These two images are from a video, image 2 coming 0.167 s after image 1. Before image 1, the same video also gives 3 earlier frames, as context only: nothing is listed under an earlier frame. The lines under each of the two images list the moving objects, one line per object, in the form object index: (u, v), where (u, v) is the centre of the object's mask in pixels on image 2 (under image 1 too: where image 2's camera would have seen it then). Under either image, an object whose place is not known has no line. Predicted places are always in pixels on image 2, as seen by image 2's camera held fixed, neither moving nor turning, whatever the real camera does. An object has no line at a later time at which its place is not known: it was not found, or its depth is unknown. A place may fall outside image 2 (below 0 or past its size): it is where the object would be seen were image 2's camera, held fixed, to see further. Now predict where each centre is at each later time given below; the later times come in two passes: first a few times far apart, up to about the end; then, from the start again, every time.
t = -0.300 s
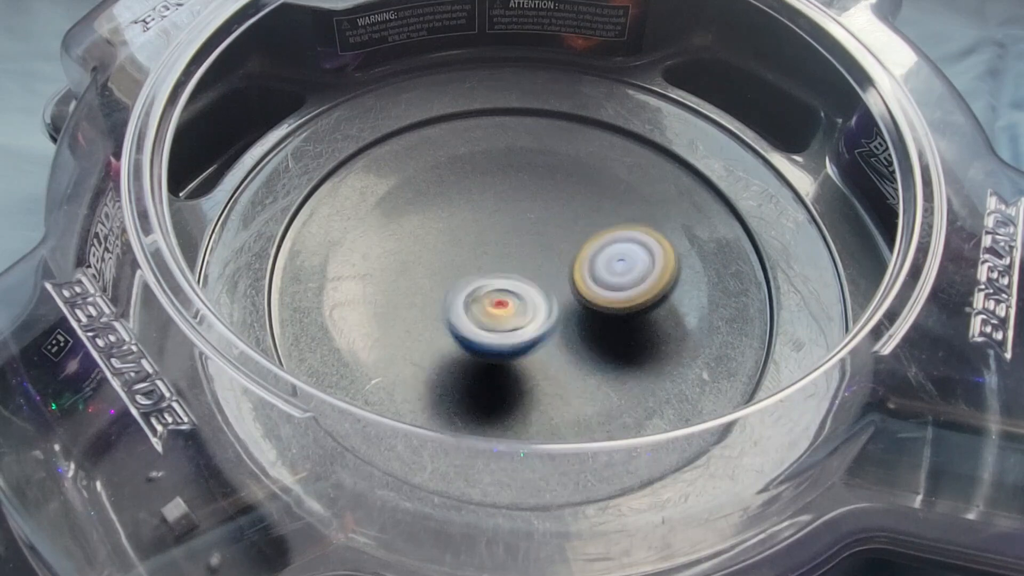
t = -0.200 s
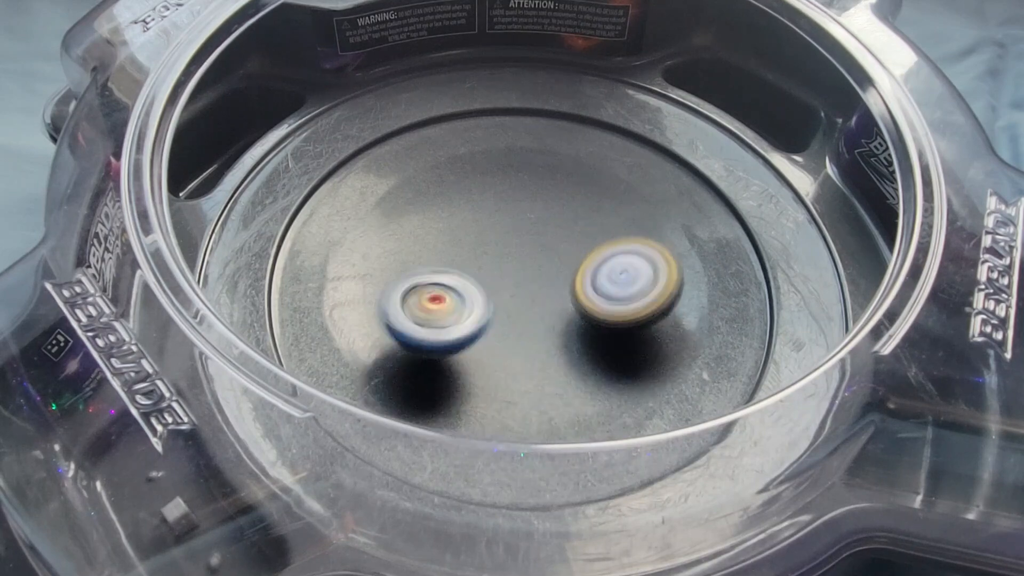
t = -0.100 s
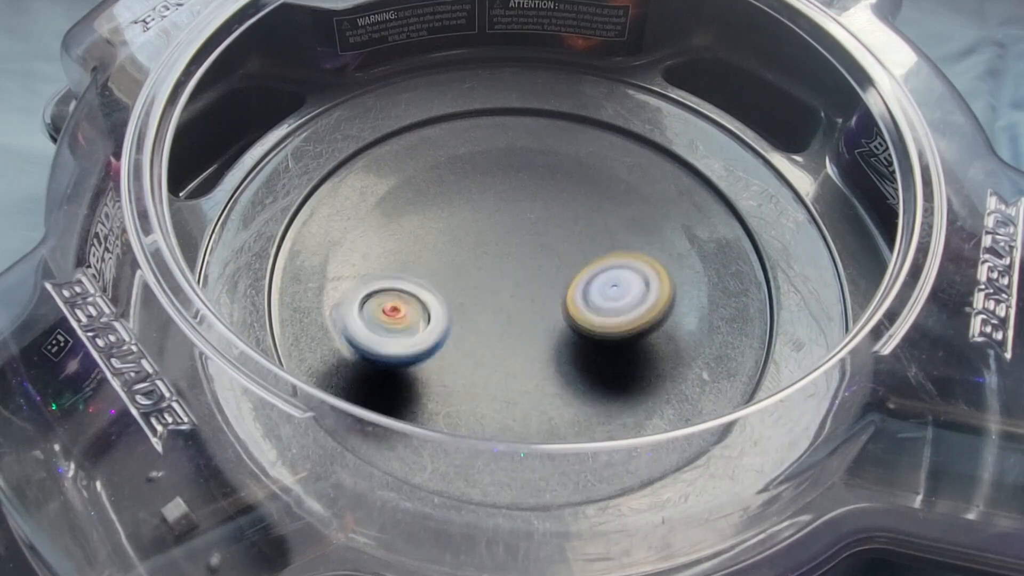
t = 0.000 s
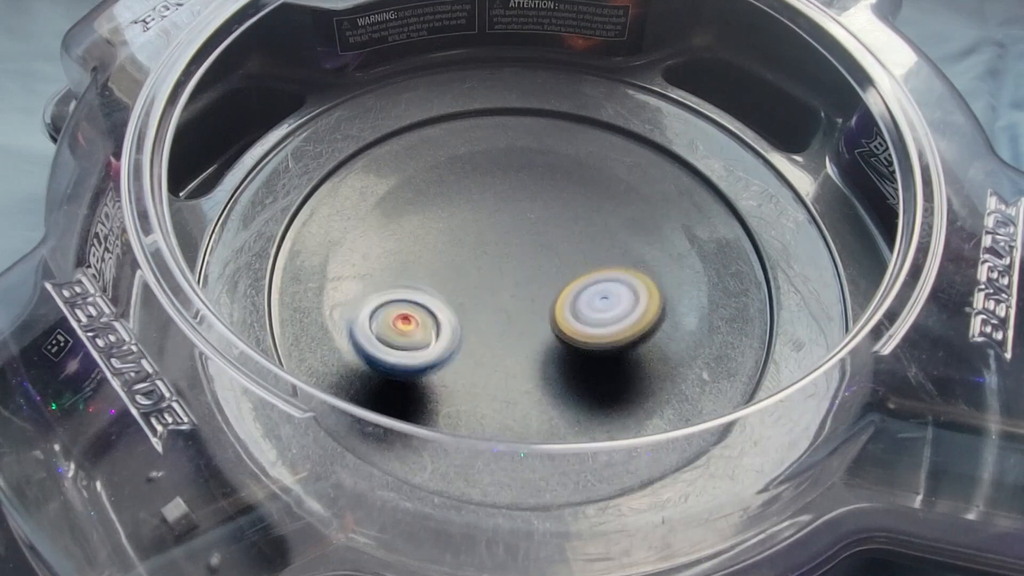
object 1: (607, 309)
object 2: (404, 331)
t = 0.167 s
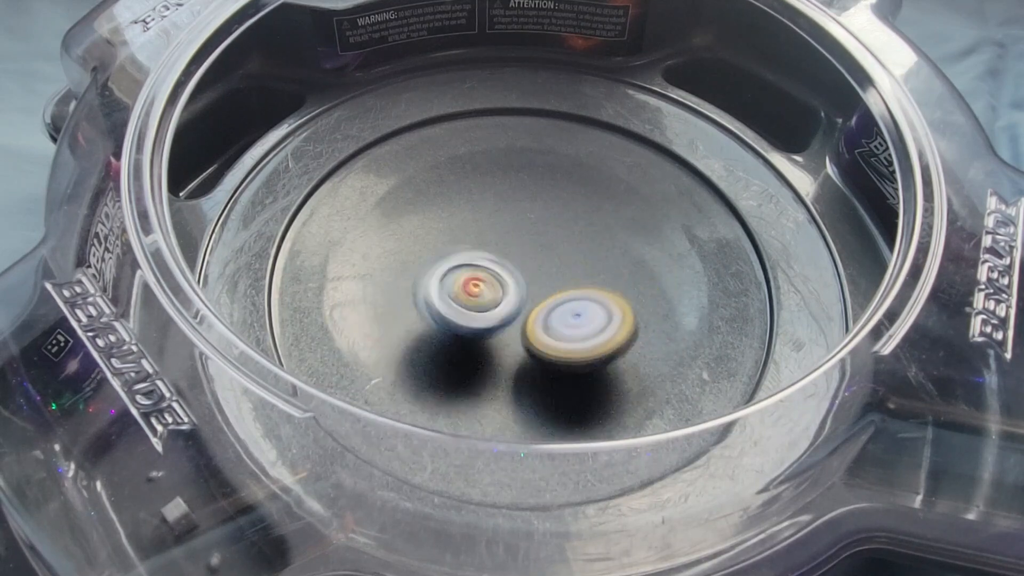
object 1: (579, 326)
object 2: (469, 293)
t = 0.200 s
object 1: (577, 332)
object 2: (475, 273)
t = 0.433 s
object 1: (526, 355)
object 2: (438, 156)
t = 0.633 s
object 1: (478, 343)
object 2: (435, 176)
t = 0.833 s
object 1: (445, 310)
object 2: (559, 231)
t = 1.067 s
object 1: (440, 269)
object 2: (658, 206)
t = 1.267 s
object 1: (457, 241)
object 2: (602, 243)
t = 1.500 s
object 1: (501, 217)
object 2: (563, 346)
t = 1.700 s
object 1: (545, 211)
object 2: (576, 362)
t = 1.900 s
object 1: (587, 221)
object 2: (540, 302)
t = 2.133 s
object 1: (615, 248)
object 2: (465, 250)
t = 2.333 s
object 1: (618, 285)
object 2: (454, 252)
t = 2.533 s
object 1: (601, 323)
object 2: (511, 267)
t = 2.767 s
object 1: (568, 365)
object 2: (505, 193)
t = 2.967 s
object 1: (518, 358)
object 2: (473, 191)
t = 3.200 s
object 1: (453, 332)
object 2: (554, 232)
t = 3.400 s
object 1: (436, 294)
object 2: (646, 212)
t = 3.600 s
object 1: (455, 251)
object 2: (670, 235)
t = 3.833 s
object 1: (506, 219)
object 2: (566, 300)
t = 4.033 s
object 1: (559, 213)
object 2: (453, 301)
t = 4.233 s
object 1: (601, 227)
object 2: (385, 264)
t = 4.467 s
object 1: (624, 268)
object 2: (441, 242)
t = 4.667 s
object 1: (607, 311)
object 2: (544, 236)
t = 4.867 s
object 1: (564, 352)
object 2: (612, 221)
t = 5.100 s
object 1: (490, 354)
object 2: (624, 232)
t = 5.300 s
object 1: (450, 319)
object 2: (561, 285)
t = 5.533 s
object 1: (432, 252)
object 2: (558, 334)
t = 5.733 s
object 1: (464, 215)
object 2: (527, 303)
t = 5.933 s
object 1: (523, 194)
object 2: (550, 267)
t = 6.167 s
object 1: (606, 208)
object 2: (561, 302)
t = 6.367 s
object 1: (638, 243)
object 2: (524, 299)
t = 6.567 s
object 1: (640, 314)
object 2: (529, 277)
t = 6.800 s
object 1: (573, 376)
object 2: (533, 298)
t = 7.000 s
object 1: (494, 378)
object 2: (533, 298)
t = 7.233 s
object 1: (427, 320)
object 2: (533, 298)
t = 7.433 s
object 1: (426, 251)
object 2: (533, 298)
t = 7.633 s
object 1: (475, 201)
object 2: (533, 298)
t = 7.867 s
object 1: (552, 189)
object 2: (533, 298)
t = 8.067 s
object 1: (614, 215)
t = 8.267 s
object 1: (642, 280)
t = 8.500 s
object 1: (610, 353)
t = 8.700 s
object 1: (524, 381)
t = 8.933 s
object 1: (439, 337)
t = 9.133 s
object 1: (424, 265)
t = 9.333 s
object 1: (460, 213)
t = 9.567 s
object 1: (546, 192)
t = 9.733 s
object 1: (601, 209)
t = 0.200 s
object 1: (577, 332)
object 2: (475, 273)
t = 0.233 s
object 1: (578, 340)
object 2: (475, 251)
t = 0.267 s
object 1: (571, 346)
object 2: (470, 227)
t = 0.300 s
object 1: (563, 349)
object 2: (466, 207)
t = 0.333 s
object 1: (553, 352)
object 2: (461, 192)
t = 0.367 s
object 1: (544, 355)
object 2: (453, 177)
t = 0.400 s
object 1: (535, 356)
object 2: (445, 164)
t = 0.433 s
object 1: (526, 355)
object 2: (438, 156)
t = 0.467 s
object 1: (516, 355)
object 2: (429, 149)
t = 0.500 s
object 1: (508, 353)
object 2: (423, 149)
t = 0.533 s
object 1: (502, 352)
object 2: (421, 150)
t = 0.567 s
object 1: (495, 350)
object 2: (419, 157)
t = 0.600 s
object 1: (487, 346)
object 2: (425, 167)
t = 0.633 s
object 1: (478, 343)
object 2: (435, 176)
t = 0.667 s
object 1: (471, 338)
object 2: (449, 190)
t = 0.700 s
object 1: (465, 333)
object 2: (468, 203)
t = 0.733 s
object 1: (458, 327)
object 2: (489, 211)
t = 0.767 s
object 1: (453, 322)
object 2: (510, 222)
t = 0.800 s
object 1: (449, 317)
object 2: (537, 228)
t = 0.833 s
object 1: (445, 310)
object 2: (559, 231)
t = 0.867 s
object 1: (441, 305)
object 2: (584, 234)
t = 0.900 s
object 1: (439, 298)
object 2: (609, 231)
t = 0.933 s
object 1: (438, 292)
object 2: (630, 226)
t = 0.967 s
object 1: (437, 287)
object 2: (647, 219)
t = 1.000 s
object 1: (437, 280)
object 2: (658, 213)
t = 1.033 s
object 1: (439, 274)
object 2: (661, 209)
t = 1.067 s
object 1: (440, 269)
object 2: (658, 206)
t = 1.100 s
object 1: (441, 263)
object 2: (649, 205)
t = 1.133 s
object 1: (444, 257)
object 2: (641, 208)
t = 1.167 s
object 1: (447, 253)
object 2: (631, 214)
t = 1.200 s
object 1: (450, 248)
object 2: (617, 224)
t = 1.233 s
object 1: (453, 246)
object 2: (613, 230)
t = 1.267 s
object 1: (457, 241)
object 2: (602, 243)
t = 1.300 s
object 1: (462, 236)
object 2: (591, 256)
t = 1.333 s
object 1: (468, 232)
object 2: (580, 272)
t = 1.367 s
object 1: (474, 229)
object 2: (576, 286)
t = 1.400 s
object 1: (480, 226)
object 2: (569, 301)
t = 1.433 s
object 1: (487, 222)
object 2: (564, 318)
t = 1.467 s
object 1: (494, 219)
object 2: (564, 333)
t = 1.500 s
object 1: (501, 217)
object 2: (563, 346)
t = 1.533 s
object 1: (507, 215)
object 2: (565, 358)
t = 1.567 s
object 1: (515, 213)
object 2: (568, 364)
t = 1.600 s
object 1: (523, 211)
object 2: (572, 369)
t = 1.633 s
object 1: (530, 212)
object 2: (572, 369)
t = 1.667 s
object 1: (537, 211)
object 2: (576, 366)
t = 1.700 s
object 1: (545, 211)
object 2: (576, 362)
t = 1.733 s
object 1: (553, 211)
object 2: (574, 355)
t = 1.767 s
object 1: (560, 213)
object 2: (572, 346)
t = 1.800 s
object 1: (567, 214)
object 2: (565, 336)
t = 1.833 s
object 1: (574, 215)
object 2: (560, 325)
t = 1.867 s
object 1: (580, 217)
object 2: (548, 312)
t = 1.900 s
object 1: (587, 221)
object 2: (540, 302)
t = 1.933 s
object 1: (593, 223)
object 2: (531, 290)
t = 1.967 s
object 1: (596, 223)
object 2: (525, 285)
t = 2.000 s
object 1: (600, 229)
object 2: (510, 275)
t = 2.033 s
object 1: (605, 233)
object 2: (501, 267)
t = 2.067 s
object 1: (608, 238)
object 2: (486, 259)
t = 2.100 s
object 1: (612, 242)
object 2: (477, 256)
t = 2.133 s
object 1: (615, 248)
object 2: (465, 250)
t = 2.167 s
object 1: (616, 254)
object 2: (460, 250)
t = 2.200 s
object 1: (618, 259)
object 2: (451, 247)
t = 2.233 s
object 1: (618, 265)
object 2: (451, 247)
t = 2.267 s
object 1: (619, 270)
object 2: (449, 247)
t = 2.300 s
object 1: (619, 278)
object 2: (449, 249)
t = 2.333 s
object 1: (618, 285)
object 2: (454, 252)
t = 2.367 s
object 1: (616, 291)
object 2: (457, 254)
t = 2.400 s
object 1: (615, 298)
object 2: (464, 258)
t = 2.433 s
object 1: (613, 304)
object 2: (475, 261)
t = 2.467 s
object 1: (610, 311)
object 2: (488, 262)
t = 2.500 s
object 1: (606, 317)
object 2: (498, 266)
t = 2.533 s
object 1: (601, 323)
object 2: (511, 267)
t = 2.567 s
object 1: (599, 331)
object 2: (523, 261)
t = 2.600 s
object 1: (599, 343)
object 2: (527, 248)
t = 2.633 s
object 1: (593, 352)
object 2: (527, 236)
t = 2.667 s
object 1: (589, 354)
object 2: (524, 229)
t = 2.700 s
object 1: (582, 358)
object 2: (518, 216)
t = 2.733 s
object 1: (576, 363)
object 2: (513, 205)
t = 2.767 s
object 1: (568, 365)
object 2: (505, 193)
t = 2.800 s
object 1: (561, 366)
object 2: (498, 187)
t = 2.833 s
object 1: (553, 367)
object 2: (489, 181)
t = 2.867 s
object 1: (545, 366)
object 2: (484, 180)
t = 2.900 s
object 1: (535, 365)
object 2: (477, 180)
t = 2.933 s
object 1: (526, 362)
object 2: (474, 184)
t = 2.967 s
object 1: (518, 358)
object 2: (473, 191)
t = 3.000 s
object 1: (509, 354)
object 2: (471, 197)
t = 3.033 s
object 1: (502, 348)
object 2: (473, 209)
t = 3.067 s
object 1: (495, 342)
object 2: (479, 220)
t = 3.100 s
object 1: (489, 335)
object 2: (490, 231)
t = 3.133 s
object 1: (482, 331)
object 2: (502, 243)
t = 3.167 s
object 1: (467, 331)
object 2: (531, 241)
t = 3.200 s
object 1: (453, 332)
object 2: (554, 232)
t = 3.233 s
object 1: (445, 327)
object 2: (580, 223)
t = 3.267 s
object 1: (440, 321)
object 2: (601, 220)
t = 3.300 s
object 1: (437, 313)
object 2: (616, 218)
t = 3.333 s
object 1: (437, 306)
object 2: (628, 213)
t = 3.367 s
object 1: (437, 298)
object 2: (642, 213)
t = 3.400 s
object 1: (436, 294)
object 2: (646, 212)
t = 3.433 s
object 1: (438, 286)
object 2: (657, 210)
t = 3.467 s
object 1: (440, 279)
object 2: (669, 213)
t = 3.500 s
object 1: (442, 271)
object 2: (675, 216)
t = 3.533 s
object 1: (446, 264)
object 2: (677, 220)
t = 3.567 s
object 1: (450, 257)
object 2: (676, 228)
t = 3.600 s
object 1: (455, 251)
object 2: (670, 235)
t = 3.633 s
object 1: (461, 245)
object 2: (661, 246)
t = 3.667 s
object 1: (467, 239)
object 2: (648, 254)
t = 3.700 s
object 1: (474, 234)
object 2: (638, 262)
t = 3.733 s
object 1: (482, 230)
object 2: (623, 273)
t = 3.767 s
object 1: (489, 226)
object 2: (604, 283)
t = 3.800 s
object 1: (497, 222)
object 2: (586, 292)
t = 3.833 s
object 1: (506, 219)
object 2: (566, 300)
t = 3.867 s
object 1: (514, 216)
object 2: (544, 307)
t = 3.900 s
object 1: (524, 214)
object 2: (527, 311)
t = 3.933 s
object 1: (533, 213)
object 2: (508, 311)
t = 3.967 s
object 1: (541, 212)
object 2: (489, 310)
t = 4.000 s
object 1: (550, 212)
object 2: (471, 307)
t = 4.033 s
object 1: (559, 213)
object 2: (453, 301)
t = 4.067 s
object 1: (568, 214)
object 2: (436, 295)
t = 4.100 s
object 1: (576, 216)
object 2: (422, 289)
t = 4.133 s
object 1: (579, 217)
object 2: (415, 285)
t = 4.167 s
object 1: (587, 220)
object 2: (403, 278)
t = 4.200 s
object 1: (594, 223)
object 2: (392, 273)
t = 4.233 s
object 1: (601, 227)
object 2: (385, 264)
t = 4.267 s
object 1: (606, 232)
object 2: (384, 260)
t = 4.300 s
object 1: (612, 237)
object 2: (385, 256)
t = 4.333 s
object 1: (617, 243)
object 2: (388, 253)
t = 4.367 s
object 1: (620, 248)
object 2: (398, 250)
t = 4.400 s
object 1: (623, 255)
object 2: (408, 250)
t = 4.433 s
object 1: (624, 262)
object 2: (419, 246)
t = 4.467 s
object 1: (624, 268)
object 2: (441, 242)
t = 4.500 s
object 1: (624, 275)
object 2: (459, 242)
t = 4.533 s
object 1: (623, 283)
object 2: (474, 238)
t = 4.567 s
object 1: (621, 291)
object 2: (493, 235)
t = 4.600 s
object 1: (617, 298)
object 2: (513, 235)
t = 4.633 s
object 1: (613, 305)
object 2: (529, 235)
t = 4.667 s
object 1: (607, 311)
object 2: (544, 236)
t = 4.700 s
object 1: (601, 319)
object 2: (557, 235)
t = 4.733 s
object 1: (595, 329)
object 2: (573, 230)
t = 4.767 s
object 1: (587, 339)
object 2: (584, 229)
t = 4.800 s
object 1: (578, 345)
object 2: (595, 226)
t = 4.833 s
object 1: (574, 348)
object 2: (599, 225)
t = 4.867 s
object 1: (564, 352)
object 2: (612, 221)
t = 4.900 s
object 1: (553, 356)
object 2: (624, 220)
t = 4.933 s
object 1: (542, 359)
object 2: (632, 219)
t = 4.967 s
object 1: (531, 360)
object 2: (635, 217)
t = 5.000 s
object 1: (520, 360)
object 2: (635, 219)
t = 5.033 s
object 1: (510, 359)
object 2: (635, 222)
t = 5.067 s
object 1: (500, 357)
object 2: (629, 226)
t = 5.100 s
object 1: (490, 354)
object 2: (624, 232)
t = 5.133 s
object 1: (481, 350)
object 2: (614, 237)
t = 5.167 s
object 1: (474, 345)
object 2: (607, 244)
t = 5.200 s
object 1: (466, 340)
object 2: (596, 254)
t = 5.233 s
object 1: (460, 334)
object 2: (582, 265)
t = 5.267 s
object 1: (455, 327)
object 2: (571, 275)
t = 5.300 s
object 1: (450, 319)
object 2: (561, 285)
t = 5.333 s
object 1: (447, 311)
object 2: (548, 294)
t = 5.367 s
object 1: (436, 300)
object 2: (554, 307)
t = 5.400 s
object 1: (429, 290)
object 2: (555, 321)
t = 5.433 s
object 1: (427, 280)
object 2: (554, 329)
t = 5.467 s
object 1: (427, 270)
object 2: (557, 331)
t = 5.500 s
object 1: (430, 261)
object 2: (558, 333)
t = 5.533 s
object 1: (432, 252)
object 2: (558, 334)
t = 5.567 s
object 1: (433, 248)
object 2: (557, 335)
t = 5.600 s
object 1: (438, 241)
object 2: (552, 333)
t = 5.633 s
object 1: (443, 233)
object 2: (544, 328)
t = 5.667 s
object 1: (450, 227)
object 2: (534, 319)
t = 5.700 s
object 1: (457, 221)
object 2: (531, 311)
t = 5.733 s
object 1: (464, 215)
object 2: (527, 303)
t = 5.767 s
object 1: (473, 210)
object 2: (527, 295)
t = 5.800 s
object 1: (483, 206)
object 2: (529, 290)
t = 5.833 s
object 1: (492, 202)
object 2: (533, 284)
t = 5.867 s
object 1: (501, 197)
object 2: (536, 277)
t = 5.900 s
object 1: (512, 195)
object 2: (541, 271)
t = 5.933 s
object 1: (523, 194)
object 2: (550, 267)
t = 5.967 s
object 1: (534, 192)
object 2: (555, 265)
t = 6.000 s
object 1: (546, 191)
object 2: (561, 264)
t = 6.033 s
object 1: (557, 192)
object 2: (569, 263)
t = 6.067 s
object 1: (571, 194)
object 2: (571, 272)
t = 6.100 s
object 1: (585, 198)
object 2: (570, 285)
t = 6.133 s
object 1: (596, 203)
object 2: (567, 295)
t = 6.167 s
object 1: (606, 208)
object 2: (561, 302)
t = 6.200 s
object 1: (615, 212)
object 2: (554, 307)
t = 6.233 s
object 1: (622, 218)
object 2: (547, 309)
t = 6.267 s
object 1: (626, 224)
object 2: (538, 309)
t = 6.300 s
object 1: (630, 227)
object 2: (535, 308)
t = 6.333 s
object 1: (635, 235)
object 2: (528, 306)
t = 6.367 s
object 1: (638, 243)
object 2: (524, 299)
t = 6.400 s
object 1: (641, 253)
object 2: (522, 297)
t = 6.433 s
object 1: (644, 266)
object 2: (522, 287)
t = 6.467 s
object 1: (645, 277)
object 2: (522, 282)
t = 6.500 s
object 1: (646, 290)
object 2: (524, 279)
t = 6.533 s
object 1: (644, 302)
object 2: (525, 278)
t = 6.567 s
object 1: (640, 314)
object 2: (529, 277)
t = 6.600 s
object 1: (635, 325)
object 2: (534, 279)
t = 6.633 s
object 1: (628, 335)
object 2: (538, 284)
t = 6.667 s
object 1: (621, 344)
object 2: (539, 289)
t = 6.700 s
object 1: (612, 354)
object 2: (537, 292)
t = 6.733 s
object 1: (600, 362)
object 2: (535, 297)
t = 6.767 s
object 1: (586, 369)
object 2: (534, 299)
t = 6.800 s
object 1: (573, 376)
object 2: (533, 298)
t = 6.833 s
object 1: (559, 379)
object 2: (533, 298)
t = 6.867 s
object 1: (545, 383)
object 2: (533, 298)
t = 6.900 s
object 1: (530, 383)
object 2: (533, 298)
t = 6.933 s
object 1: (515, 382)
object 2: (533, 298)
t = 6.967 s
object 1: (501, 380)
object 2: (533, 298)
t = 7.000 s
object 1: (494, 378)
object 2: (533, 298)
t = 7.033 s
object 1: (481, 373)
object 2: (533, 298)
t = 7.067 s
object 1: (469, 367)
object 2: (533, 298)
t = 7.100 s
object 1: (459, 359)
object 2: (533, 298)
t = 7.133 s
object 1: (448, 350)
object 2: (533, 298)
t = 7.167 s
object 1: (440, 341)
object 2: (533, 298)
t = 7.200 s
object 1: (432, 331)
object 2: (533, 298)
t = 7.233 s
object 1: (427, 320)
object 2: (533, 298)
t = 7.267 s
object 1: (423, 308)
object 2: (533, 298)
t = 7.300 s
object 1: (420, 297)
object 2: (533, 298)
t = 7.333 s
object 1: (420, 283)
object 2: (533, 298)
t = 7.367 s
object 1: (419, 273)
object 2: (533, 298)
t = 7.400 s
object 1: (422, 262)
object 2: (533, 298)
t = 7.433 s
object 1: (426, 251)
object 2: (533, 298)
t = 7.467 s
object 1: (431, 240)
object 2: (533, 298)
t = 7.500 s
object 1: (438, 230)
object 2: (533, 298)
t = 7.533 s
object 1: (445, 223)
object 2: (533, 298)
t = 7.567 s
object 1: (455, 213)
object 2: (533, 298)
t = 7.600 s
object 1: (464, 207)
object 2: (533, 298)
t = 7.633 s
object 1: (475, 201)
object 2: (533, 298)
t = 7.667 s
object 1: (486, 197)
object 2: (533, 298)
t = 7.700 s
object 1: (499, 192)
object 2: (533, 298)
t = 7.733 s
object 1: (503, 191)
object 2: (533, 298)
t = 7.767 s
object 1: (516, 188)
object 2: (533, 298)
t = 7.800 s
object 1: (529, 186)
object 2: (533, 298)
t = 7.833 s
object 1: (540, 186)
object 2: (533, 298)
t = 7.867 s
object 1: (552, 189)
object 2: (533, 298)
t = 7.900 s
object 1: (565, 191)
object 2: (533, 298)
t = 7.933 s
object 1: (576, 193)
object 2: (533, 298)
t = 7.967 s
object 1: (585, 197)
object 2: (533, 298)
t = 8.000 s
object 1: (596, 203)
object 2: (533, 298)
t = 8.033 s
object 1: (605, 209)
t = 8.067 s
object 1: (614, 215)
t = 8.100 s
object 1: (618, 223)
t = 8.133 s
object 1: (626, 233)
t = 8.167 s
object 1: (632, 243)
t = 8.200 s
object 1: (637, 254)
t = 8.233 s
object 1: (639, 266)
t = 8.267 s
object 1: (642, 280)
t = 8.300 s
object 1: (643, 292)
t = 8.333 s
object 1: (640, 304)
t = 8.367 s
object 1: (634, 316)
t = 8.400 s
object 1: (631, 329)
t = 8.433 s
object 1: (625, 332)
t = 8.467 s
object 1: (618, 345)
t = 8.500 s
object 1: (610, 353)
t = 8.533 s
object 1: (598, 363)
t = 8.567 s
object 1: (583, 370)
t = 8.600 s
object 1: (571, 375)
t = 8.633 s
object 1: (557, 379)
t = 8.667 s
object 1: (541, 381)
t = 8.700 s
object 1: (524, 381)
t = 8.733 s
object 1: (512, 380)
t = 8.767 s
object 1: (497, 376)
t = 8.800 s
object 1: (483, 370)
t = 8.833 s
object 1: (470, 365)
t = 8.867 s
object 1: (459, 357)
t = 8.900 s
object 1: (448, 347)
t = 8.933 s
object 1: (439, 337)
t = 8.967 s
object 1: (434, 327)
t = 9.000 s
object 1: (428, 315)
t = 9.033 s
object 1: (423, 301)
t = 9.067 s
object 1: (423, 291)
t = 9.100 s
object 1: (423, 279)
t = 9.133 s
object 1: (424, 265)
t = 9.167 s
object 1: (427, 261)
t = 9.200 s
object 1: (430, 249)
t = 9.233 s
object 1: (435, 240)
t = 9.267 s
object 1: (445, 230)
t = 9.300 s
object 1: (452, 220)
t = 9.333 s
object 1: (460, 213)
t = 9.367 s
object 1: (472, 207)
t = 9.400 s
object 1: (483, 201)
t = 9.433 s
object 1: (495, 196)
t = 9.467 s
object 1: (507, 194)
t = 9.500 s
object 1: (520, 190)
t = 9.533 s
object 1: (533, 190)
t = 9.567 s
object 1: (546, 192)
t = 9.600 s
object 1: (559, 191)
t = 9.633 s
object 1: (570, 194)
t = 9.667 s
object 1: (582, 200)
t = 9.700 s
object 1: (593, 203)
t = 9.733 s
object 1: (601, 209)
